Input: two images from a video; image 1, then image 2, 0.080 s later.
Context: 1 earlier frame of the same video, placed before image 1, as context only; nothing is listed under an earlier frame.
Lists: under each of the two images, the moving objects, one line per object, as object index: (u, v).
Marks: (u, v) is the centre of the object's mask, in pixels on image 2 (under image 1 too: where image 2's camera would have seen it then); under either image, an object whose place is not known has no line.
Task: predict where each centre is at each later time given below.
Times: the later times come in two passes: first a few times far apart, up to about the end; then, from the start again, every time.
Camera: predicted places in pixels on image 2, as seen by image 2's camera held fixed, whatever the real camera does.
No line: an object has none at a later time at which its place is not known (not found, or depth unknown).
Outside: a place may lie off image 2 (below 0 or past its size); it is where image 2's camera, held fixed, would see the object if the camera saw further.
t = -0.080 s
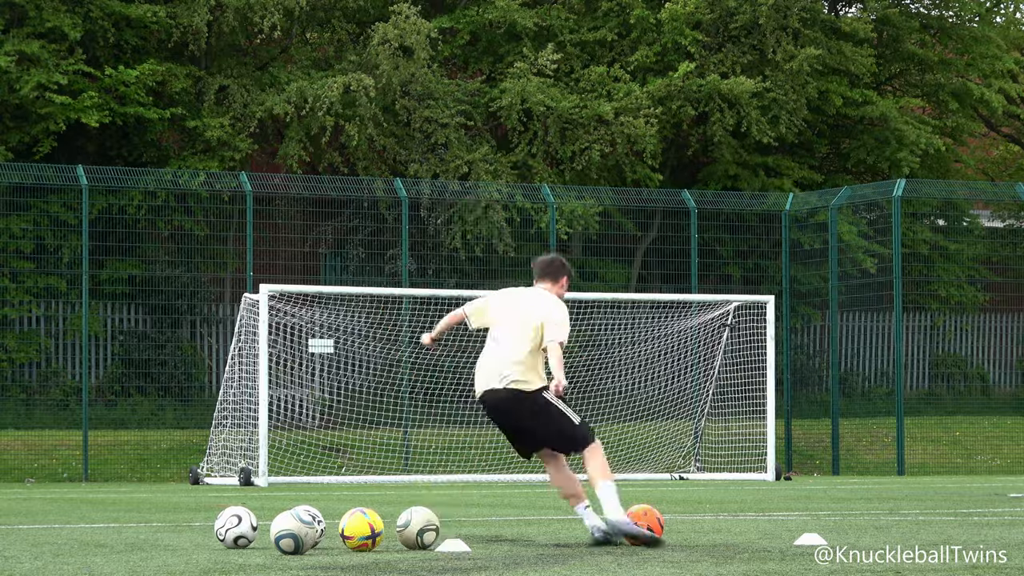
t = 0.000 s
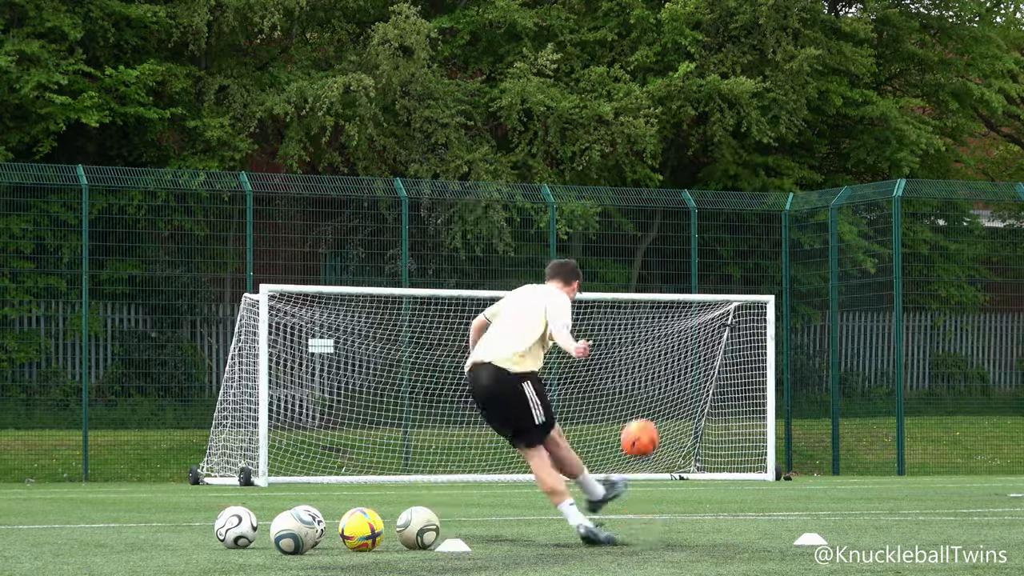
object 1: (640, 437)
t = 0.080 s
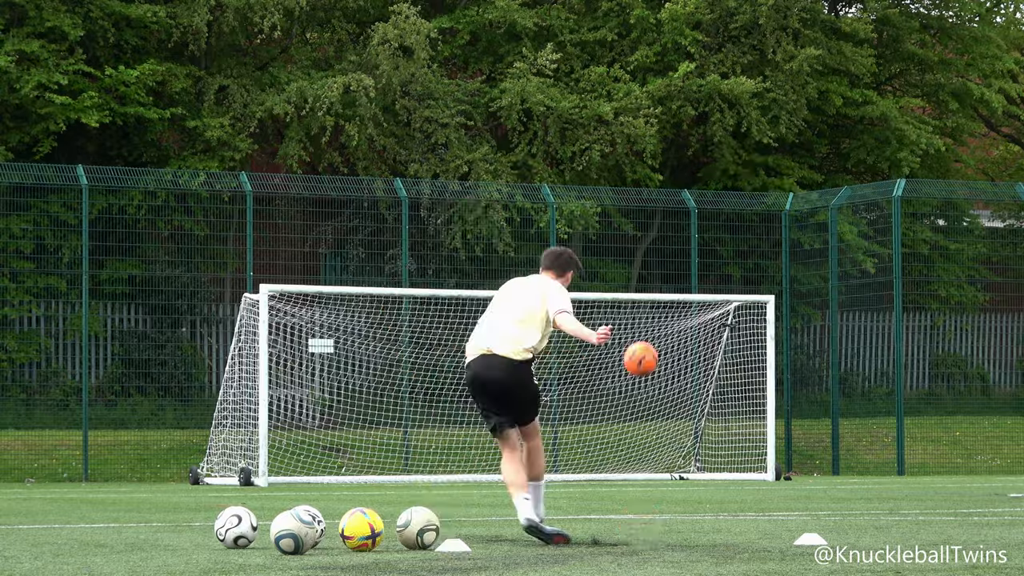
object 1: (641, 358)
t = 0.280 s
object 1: (647, 263)
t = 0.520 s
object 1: (649, 256)
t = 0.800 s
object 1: (651, 325)
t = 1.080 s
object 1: (654, 435)
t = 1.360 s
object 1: (692, 444)
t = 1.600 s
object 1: (716, 414)
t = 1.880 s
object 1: (745, 427)
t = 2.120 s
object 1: (772, 468)
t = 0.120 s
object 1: (641, 330)
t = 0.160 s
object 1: (642, 307)
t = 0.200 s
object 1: (643, 288)
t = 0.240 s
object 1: (645, 274)
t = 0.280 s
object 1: (647, 263)
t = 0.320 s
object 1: (648, 255)
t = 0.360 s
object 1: (649, 251)
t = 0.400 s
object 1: (649, 249)
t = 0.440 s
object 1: (649, 250)
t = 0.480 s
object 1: (649, 252)
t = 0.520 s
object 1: (649, 256)
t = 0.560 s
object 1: (650, 262)
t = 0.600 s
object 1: (650, 269)
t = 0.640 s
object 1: (651, 278)
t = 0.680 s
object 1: (651, 287)
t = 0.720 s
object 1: (652, 298)
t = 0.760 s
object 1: (651, 311)
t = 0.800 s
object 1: (651, 325)
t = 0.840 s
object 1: (652, 340)
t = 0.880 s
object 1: (652, 355)
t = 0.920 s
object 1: (653, 371)
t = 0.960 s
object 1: (653, 388)
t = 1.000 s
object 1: (653, 405)
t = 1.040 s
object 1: (653, 424)
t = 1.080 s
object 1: (654, 435)
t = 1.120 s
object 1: (659, 440)
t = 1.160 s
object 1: (668, 449)
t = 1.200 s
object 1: (676, 461)
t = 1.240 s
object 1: (681, 474)
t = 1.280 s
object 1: (685, 463)
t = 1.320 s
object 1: (688, 453)
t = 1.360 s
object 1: (692, 444)
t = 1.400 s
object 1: (696, 436)
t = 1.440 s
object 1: (700, 429)
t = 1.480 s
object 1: (704, 423)
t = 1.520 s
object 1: (708, 419)
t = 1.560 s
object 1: (712, 416)
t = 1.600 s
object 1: (716, 414)
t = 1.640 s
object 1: (720, 412)
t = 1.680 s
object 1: (724, 411)
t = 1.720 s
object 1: (728, 412)
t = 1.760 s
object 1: (733, 414)
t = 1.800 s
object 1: (737, 418)
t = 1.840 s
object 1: (741, 422)
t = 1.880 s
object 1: (745, 427)
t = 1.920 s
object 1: (749, 433)
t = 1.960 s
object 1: (754, 441)
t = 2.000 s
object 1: (758, 449)
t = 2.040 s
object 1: (762, 460)
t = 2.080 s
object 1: (767, 472)
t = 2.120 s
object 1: (772, 468)
